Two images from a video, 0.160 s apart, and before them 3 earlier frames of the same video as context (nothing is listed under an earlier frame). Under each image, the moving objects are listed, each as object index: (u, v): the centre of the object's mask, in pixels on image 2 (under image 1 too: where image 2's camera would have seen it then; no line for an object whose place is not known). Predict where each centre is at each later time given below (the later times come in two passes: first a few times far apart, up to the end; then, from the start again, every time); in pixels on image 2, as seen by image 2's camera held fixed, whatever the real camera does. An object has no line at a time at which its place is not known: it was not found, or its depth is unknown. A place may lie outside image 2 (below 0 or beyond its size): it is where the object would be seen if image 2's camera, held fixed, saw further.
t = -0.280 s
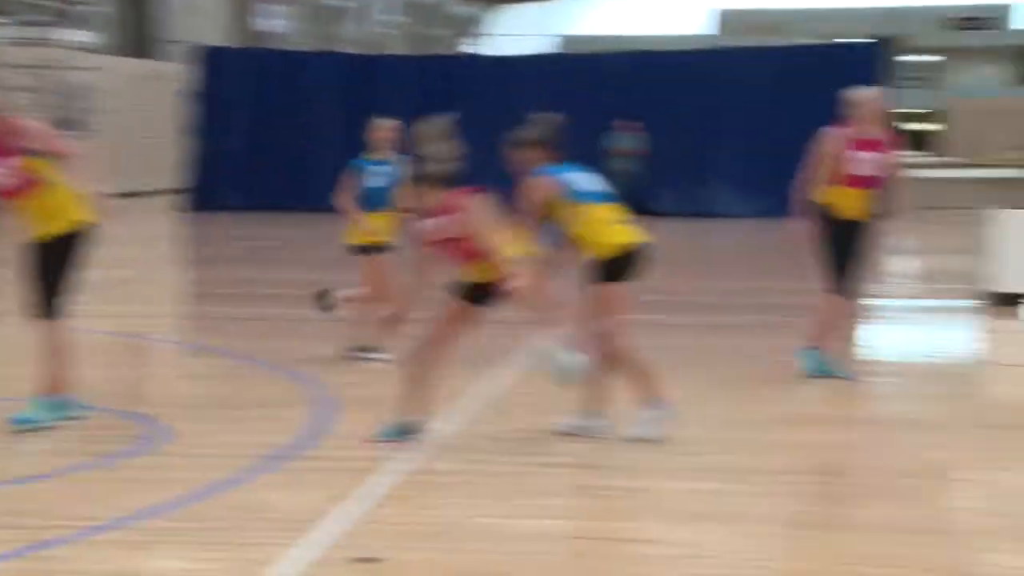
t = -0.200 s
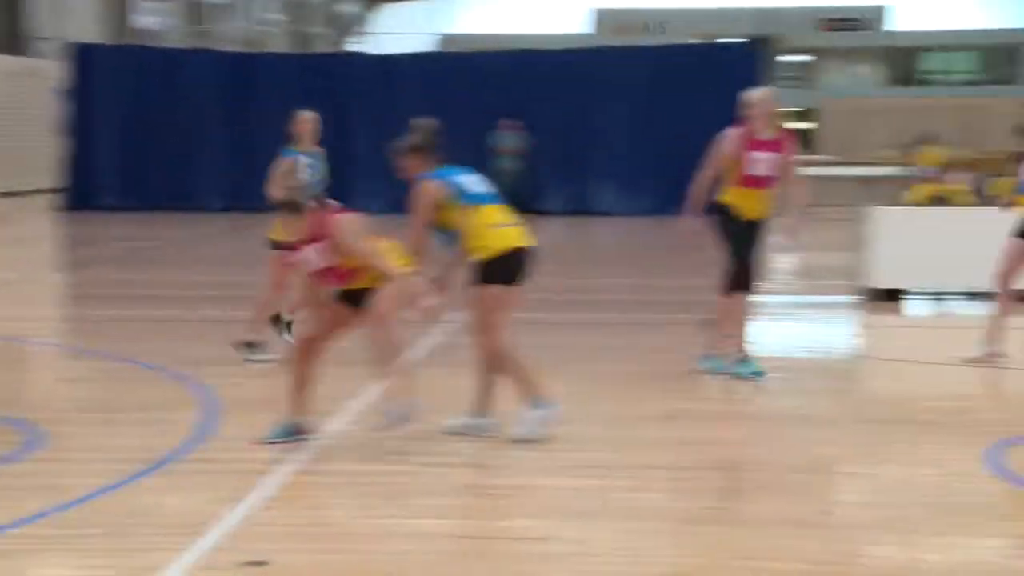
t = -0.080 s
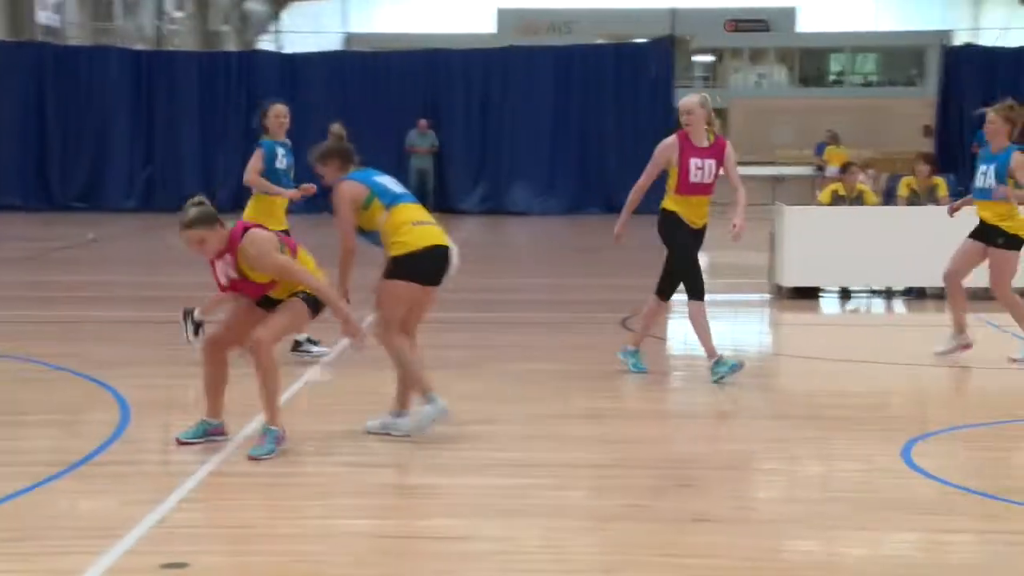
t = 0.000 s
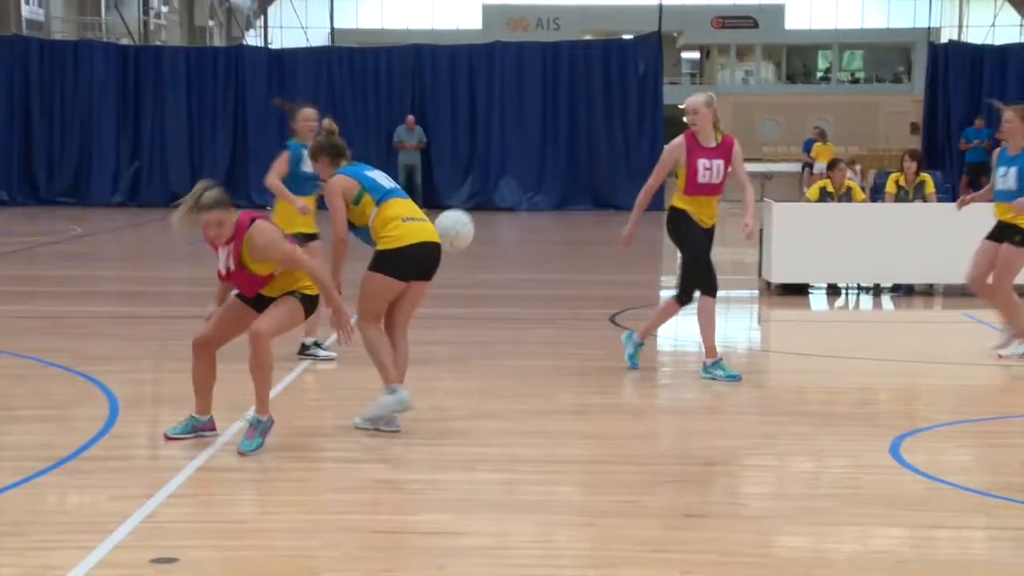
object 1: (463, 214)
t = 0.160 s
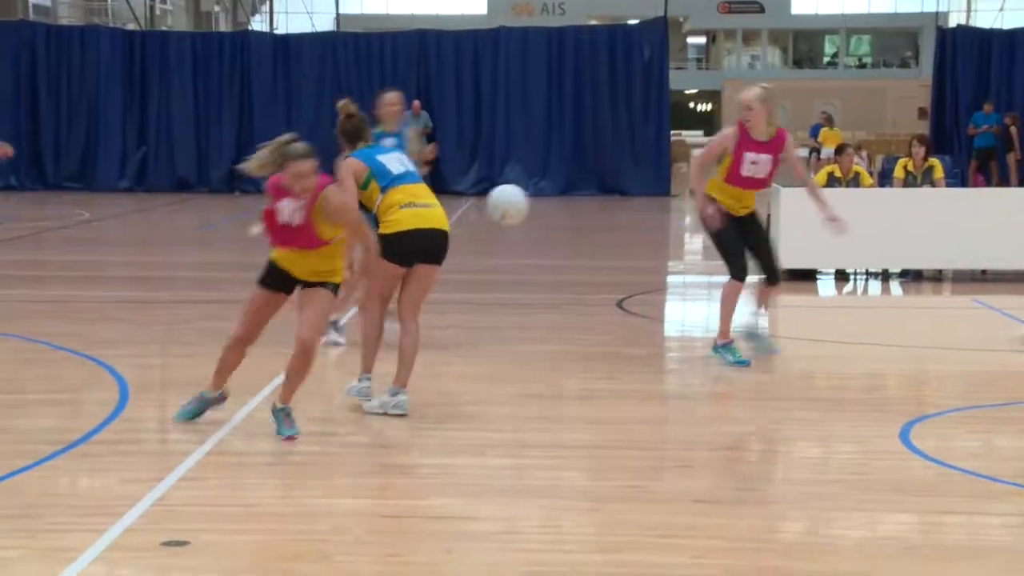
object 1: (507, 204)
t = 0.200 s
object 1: (520, 208)
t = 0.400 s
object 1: (575, 268)
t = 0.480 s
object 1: (597, 305)
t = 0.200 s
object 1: (520, 208)
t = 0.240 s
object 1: (532, 215)
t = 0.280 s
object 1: (543, 225)
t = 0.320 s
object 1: (554, 237)
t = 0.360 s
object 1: (564, 251)
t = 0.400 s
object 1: (575, 268)
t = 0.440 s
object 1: (586, 286)
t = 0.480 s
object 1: (597, 305)
